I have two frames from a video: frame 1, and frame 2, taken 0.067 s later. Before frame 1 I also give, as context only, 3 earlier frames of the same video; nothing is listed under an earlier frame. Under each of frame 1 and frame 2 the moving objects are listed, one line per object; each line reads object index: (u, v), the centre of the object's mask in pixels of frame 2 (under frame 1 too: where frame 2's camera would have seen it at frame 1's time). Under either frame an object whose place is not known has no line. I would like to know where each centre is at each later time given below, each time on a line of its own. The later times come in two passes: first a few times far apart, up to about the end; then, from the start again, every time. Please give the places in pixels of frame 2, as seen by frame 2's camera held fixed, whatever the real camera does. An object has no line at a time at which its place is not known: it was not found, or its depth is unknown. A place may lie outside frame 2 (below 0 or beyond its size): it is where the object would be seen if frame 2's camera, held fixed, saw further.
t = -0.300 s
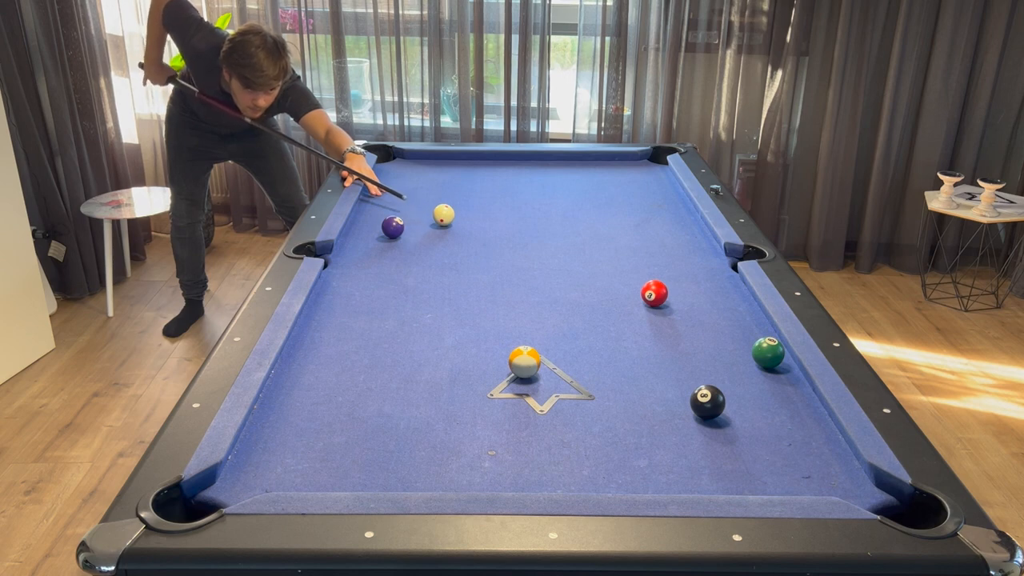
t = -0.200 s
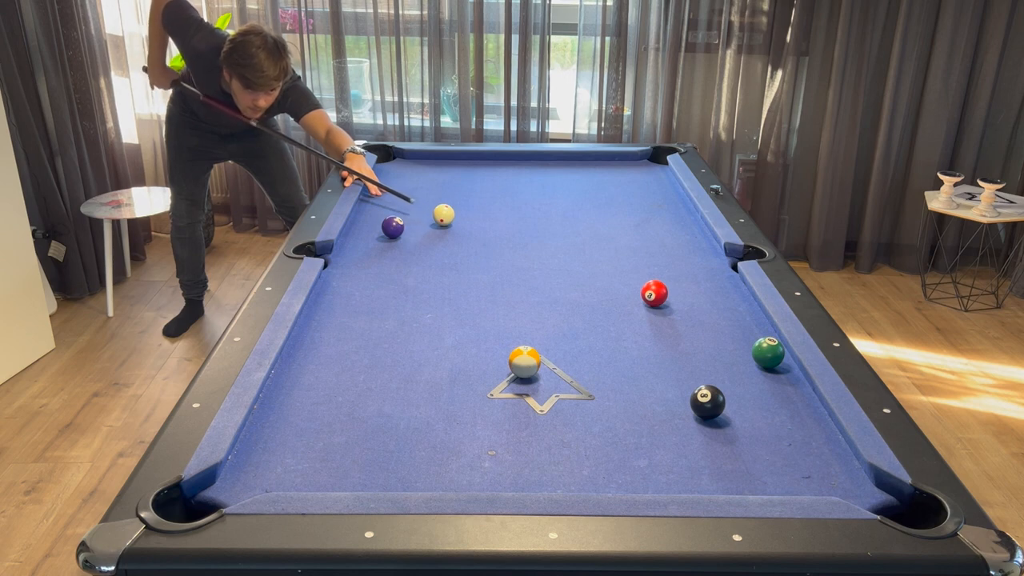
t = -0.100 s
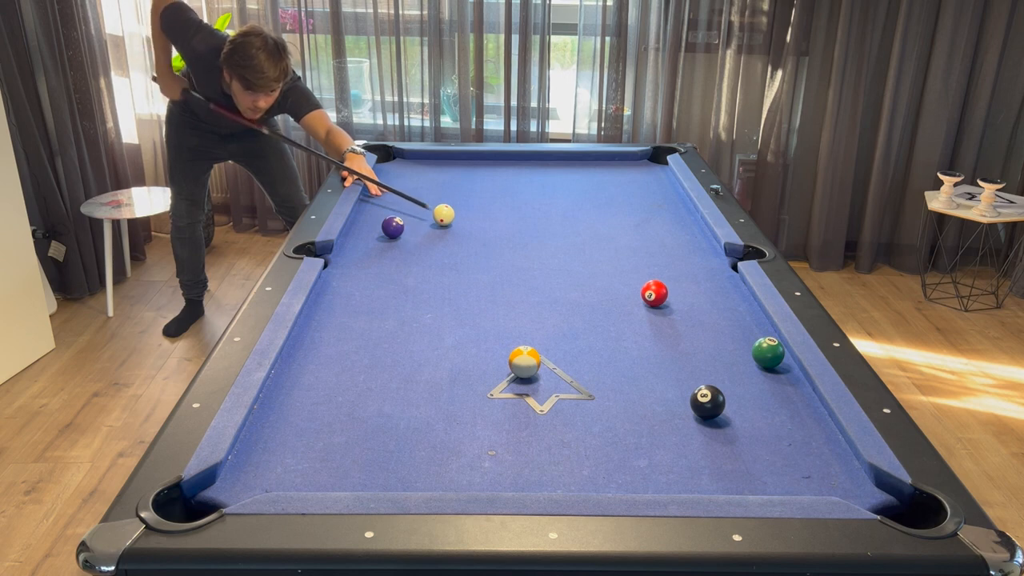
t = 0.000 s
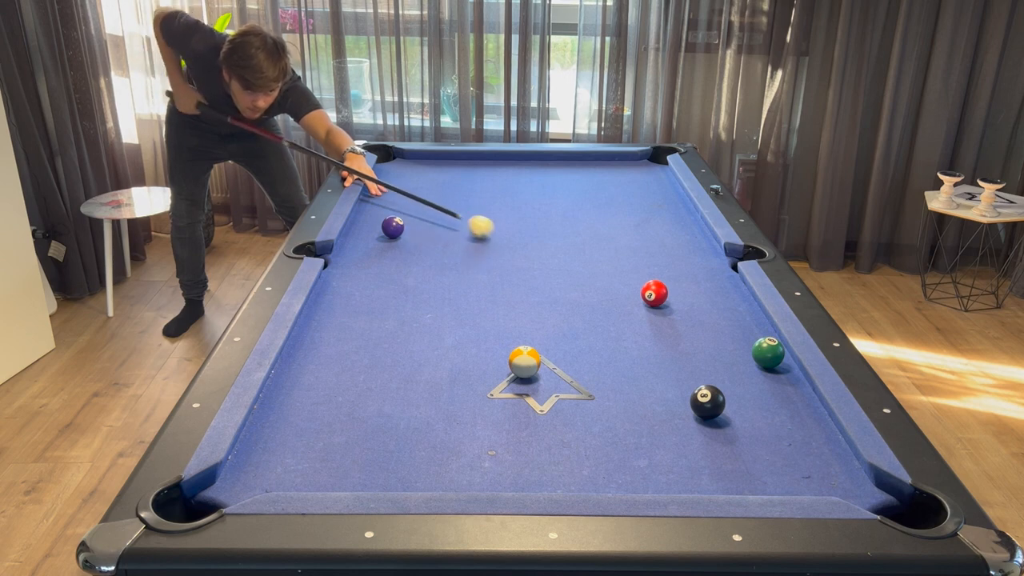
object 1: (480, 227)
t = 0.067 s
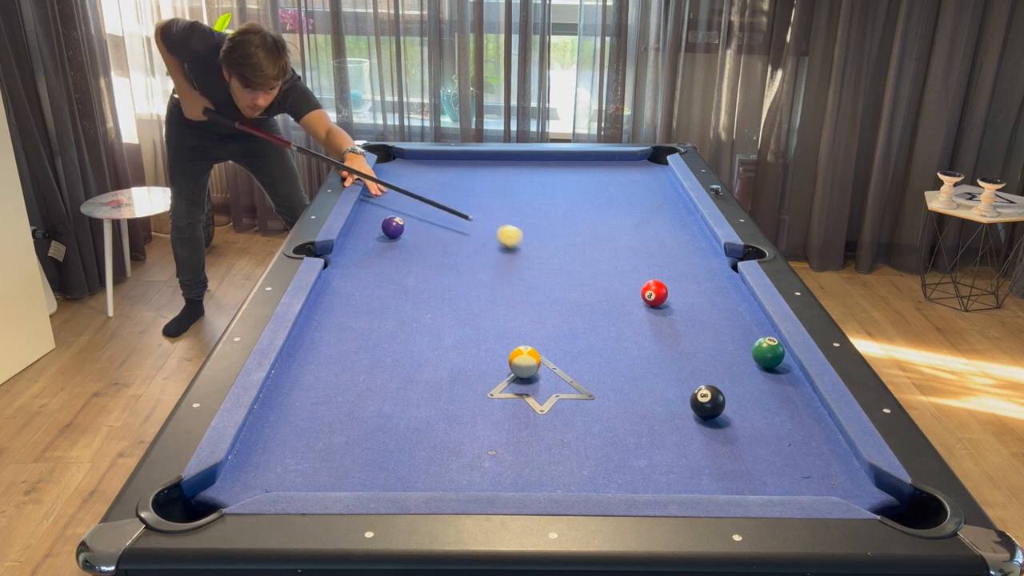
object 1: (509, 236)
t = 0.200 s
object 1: (567, 256)
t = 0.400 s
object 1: (659, 279)
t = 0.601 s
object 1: (738, 288)
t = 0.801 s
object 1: (694, 288)
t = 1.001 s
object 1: (654, 288)
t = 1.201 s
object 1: (616, 288)
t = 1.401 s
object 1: (580, 288)
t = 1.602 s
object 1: (547, 288)
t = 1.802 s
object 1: (515, 288)
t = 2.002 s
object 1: (486, 288)
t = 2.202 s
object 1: (459, 287)
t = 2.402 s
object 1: (433, 287)
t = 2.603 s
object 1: (410, 287)
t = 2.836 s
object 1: (385, 287)
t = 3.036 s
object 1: (365, 287)
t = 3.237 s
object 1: (347, 287)
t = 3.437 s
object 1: (331, 288)
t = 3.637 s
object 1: (330, 288)
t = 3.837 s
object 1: (337, 288)
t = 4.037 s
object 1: (342, 288)
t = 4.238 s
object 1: (345, 289)
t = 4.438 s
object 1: (346, 289)
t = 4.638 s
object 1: (347, 289)
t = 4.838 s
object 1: (347, 289)
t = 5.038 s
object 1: (347, 289)
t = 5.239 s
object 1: (347, 289)
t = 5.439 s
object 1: (347, 289)
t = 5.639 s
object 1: (347, 289)
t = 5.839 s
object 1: (347, 289)
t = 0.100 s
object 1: (523, 241)
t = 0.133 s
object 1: (538, 246)
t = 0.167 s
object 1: (552, 251)
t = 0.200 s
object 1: (567, 256)
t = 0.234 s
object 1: (583, 261)
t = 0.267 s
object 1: (599, 266)
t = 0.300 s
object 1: (615, 272)
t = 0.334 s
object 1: (631, 277)
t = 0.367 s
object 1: (646, 278)
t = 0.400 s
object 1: (659, 279)
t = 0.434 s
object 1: (672, 281)
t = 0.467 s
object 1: (686, 284)
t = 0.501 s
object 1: (699, 285)
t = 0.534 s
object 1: (712, 286)
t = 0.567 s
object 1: (725, 287)
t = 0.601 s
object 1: (738, 288)
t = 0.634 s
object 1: (731, 288)
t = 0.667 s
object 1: (723, 288)
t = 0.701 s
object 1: (715, 288)
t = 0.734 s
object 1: (708, 288)
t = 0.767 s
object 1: (701, 288)
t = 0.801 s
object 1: (694, 288)
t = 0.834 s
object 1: (688, 289)
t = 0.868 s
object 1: (681, 288)
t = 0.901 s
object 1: (674, 288)
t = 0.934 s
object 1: (667, 288)
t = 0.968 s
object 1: (661, 288)
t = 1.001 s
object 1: (654, 288)
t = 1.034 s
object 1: (648, 288)
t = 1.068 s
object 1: (641, 288)
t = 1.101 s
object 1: (635, 288)
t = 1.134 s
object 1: (628, 288)
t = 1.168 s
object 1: (622, 288)
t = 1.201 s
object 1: (616, 288)
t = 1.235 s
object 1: (610, 288)
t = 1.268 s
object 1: (604, 288)
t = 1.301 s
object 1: (598, 288)
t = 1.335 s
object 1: (592, 288)
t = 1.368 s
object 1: (586, 288)
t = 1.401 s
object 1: (580, 288)
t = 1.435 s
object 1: (575, 288)
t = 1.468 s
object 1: (569, 288)
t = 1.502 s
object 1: (563, 288)
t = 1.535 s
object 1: (558, 288)
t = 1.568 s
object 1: (553, 288)
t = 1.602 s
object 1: (547, 288)
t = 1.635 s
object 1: (542, 288)
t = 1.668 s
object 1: (536, 288)
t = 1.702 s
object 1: (531, 288)
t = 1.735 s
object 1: (526, 288)
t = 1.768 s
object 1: (520, 288)
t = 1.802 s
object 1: (515, 288)
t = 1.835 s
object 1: (510, 288)
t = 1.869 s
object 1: (505, 288)
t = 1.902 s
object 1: (500, 288)
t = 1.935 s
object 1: (495, 288)
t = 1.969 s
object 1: (491, 288)
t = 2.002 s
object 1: (486, 288)
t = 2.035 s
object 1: (481, 288)
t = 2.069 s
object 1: (476, 288)
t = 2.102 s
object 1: (472, 288)
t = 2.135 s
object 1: (467, 287)
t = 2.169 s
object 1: (463, 288)
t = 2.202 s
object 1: (459, 287)
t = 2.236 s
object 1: (454, 287)
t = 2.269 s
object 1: (450, 287)
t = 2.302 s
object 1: (446, 287)
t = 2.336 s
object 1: (442, 287)
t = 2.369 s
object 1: (437, 287)
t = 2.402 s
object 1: (433, 287)
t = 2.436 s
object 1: (429, 287)
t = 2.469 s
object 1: (425, 287)
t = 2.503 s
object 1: (421, 287)
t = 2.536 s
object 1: (417, 287)
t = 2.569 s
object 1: (414, 287)
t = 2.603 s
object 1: (410, 287)
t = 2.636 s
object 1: (406, 287)
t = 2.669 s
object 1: (402, 287)
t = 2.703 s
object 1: (399, 287)
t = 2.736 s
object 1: (395, 287)
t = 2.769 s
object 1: (392, 287)
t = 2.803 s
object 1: (388, 287)
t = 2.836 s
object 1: (385, 287)
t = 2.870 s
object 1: (381, 287)
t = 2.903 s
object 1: (378, 287)
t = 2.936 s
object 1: (374, 287)
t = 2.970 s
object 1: (371, 287)
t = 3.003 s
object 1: (368, 287)
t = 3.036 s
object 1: (365, 287)
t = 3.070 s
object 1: (362, 287)
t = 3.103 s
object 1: (359, 287)
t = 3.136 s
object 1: (356, 287)
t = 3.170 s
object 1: (353, 287)
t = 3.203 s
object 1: (350, 287)
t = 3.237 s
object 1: (347, 287)
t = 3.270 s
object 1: (344, 287)
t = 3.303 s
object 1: (342, 287)
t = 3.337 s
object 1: (339, 288)
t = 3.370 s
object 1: (336, 287)
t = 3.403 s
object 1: (334, 288)
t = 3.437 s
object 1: (331, 288)
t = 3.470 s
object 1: (329, 288)
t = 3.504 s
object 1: (326, 288)
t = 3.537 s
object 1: (326, 288)
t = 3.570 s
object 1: (327, 288)
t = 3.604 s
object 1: (329, 288)
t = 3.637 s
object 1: (330, 288)
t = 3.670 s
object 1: (331, 288)
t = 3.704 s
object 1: (333, 288)
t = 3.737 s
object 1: (334, 288)
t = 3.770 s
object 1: (335, 288)
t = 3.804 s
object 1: (336, 288)
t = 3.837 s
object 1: (337, 288)
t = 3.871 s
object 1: (338, 288)
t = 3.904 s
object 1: (338, 288)
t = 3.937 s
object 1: (339, 288)
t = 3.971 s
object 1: (340, 289)
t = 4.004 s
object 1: (341, 288)
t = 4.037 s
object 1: (342, 288)
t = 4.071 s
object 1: (342, 288)
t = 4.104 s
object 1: (343, 289)
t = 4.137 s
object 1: (344, 289)
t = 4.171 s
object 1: (344, 289)
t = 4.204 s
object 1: (345, 289)
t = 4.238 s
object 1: (345, 289)
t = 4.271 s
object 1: (345, 289)
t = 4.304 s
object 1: (346, 288)
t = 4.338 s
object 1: (346, 289)
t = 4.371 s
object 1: (346, 289)
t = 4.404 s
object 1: (346, 289)
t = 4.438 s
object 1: (346, 289)
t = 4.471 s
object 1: (347, 289)
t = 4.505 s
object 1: (347, 289)
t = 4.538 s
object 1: (347, 289)
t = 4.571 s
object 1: (347, 289)
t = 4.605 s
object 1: (347, 289)
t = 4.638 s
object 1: (347, 289)
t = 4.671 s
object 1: (347, 289)
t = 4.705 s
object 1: (347, 289)
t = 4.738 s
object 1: (347, 289)
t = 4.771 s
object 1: (347, 289)
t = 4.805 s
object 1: (347, 289)
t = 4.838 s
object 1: (347, 289)
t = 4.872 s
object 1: (347, 289)
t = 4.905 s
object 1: (347, 289)
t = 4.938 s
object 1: (347, 289)
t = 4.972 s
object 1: (347, 289)
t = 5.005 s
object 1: (347, 289)
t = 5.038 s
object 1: (347, 289)
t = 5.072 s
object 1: (347, 289)
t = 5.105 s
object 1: (347, 289)
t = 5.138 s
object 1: (347, 289)
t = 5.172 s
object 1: (347, 289)
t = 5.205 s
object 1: (347, 289)
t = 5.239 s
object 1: (347, 289)
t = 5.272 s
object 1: (347, 289)
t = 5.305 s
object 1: (347, 289)
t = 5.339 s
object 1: (347, 289)
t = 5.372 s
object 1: (347, 289)
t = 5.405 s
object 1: (347, 289)
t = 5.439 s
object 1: (347, 289)
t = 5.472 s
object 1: (347, 289)
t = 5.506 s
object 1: (347, 289)
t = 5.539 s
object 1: (347, 289)
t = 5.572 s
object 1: (347, 289)
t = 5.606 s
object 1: (347, 289)
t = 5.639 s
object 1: (347, 289)
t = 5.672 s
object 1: (347, 289)
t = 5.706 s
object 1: (347, 289)
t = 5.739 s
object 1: (347, 289)
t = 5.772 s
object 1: (347, 289)
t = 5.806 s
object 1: (347, 289)
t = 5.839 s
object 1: (347, 289)
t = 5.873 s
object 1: (347, 289)
